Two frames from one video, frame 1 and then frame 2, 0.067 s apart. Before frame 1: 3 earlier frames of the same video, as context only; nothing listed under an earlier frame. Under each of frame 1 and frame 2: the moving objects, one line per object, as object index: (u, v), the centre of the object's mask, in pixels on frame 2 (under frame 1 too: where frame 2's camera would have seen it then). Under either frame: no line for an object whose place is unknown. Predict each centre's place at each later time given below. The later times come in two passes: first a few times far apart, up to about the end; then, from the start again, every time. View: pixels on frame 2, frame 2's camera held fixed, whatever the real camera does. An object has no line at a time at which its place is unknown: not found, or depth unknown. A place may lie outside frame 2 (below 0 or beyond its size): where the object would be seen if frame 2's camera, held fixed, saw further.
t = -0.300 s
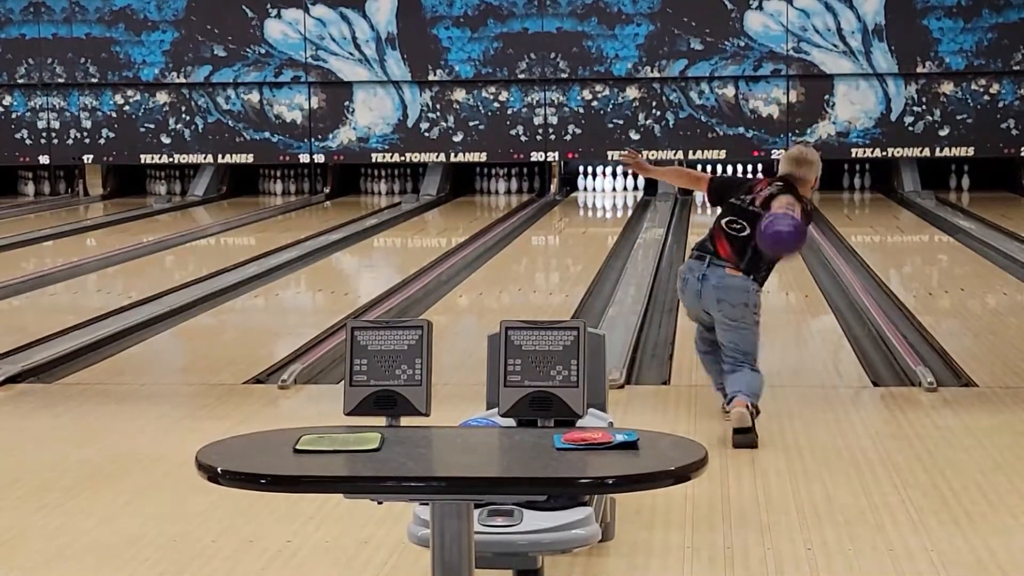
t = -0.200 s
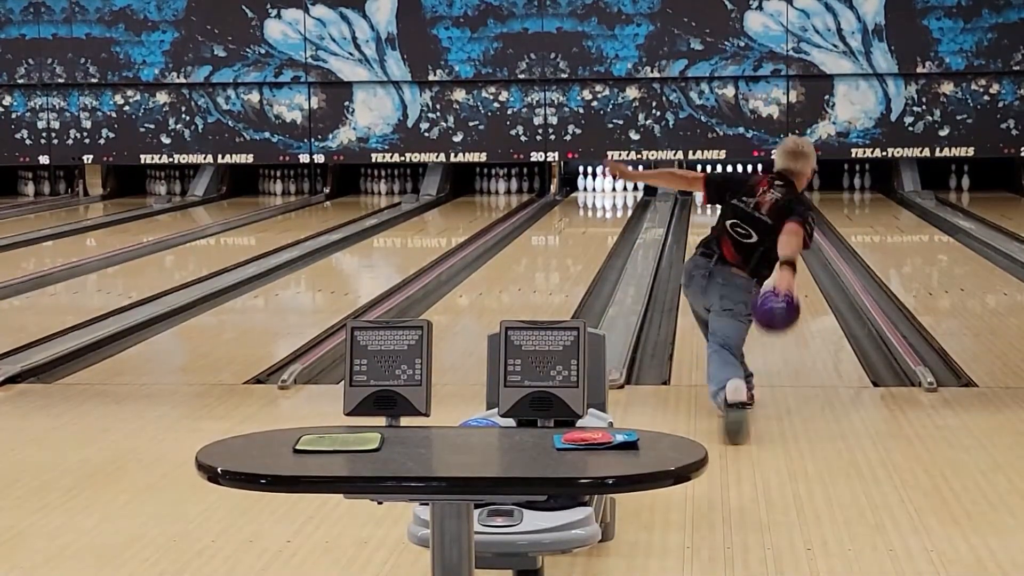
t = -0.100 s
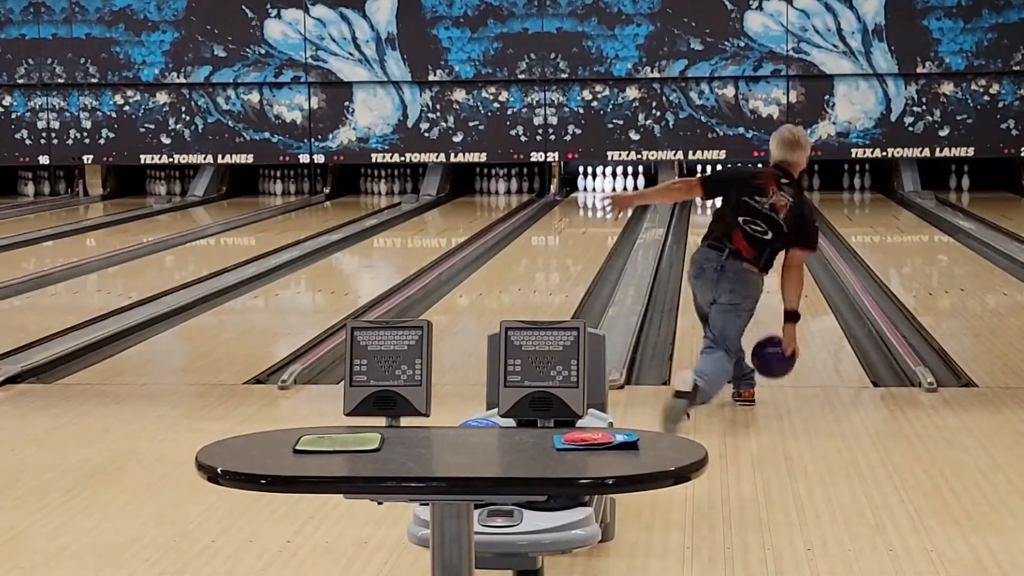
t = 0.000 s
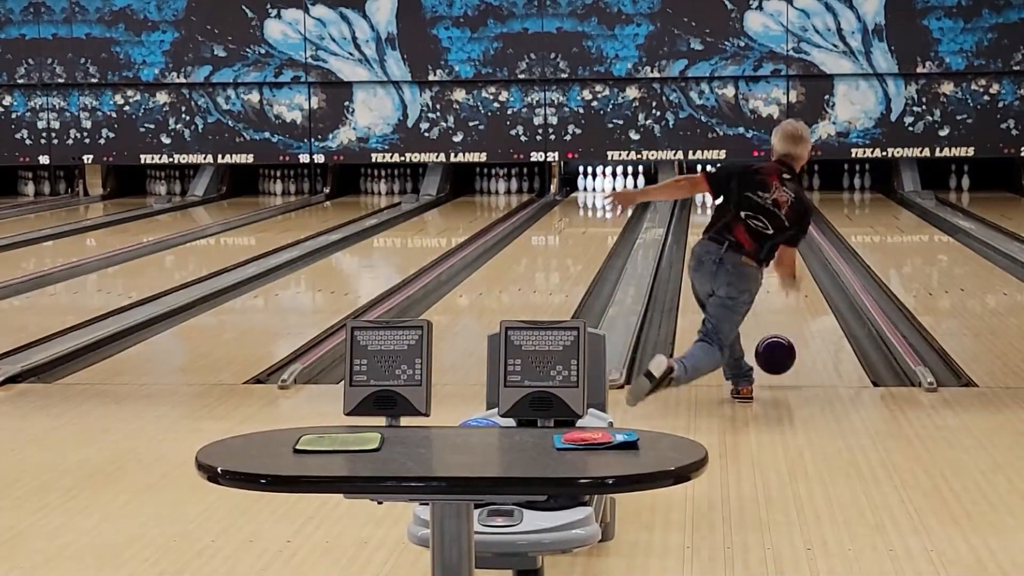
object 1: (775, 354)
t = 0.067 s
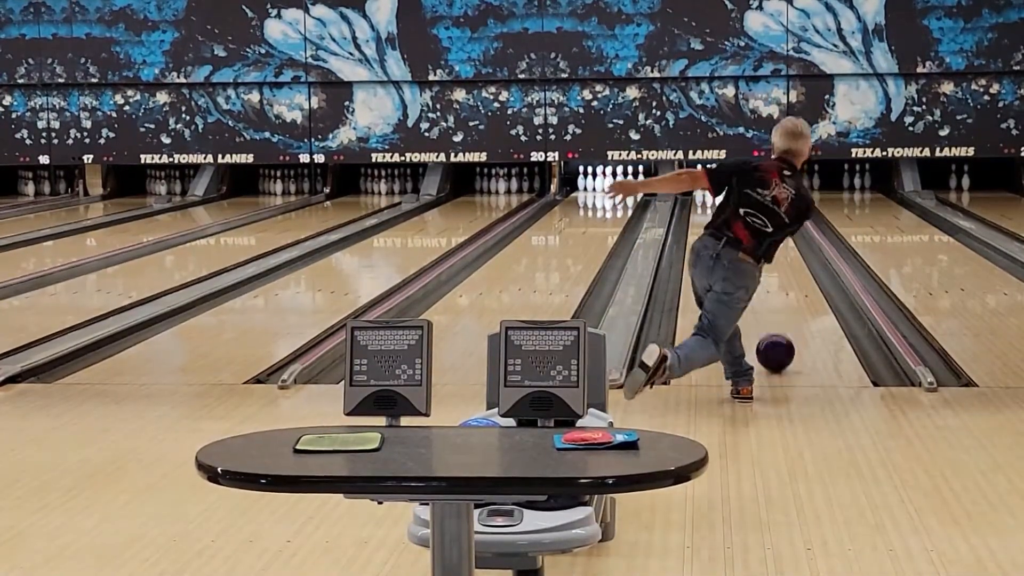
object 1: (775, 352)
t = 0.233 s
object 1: (775, 321)
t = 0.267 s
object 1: (774, 316)
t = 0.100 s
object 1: (775, 345)
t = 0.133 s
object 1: (775, 339)
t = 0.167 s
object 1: (775, 333)
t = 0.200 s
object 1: (775, 327)
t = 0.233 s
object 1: (775, 321)
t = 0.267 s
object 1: (774, 316)
